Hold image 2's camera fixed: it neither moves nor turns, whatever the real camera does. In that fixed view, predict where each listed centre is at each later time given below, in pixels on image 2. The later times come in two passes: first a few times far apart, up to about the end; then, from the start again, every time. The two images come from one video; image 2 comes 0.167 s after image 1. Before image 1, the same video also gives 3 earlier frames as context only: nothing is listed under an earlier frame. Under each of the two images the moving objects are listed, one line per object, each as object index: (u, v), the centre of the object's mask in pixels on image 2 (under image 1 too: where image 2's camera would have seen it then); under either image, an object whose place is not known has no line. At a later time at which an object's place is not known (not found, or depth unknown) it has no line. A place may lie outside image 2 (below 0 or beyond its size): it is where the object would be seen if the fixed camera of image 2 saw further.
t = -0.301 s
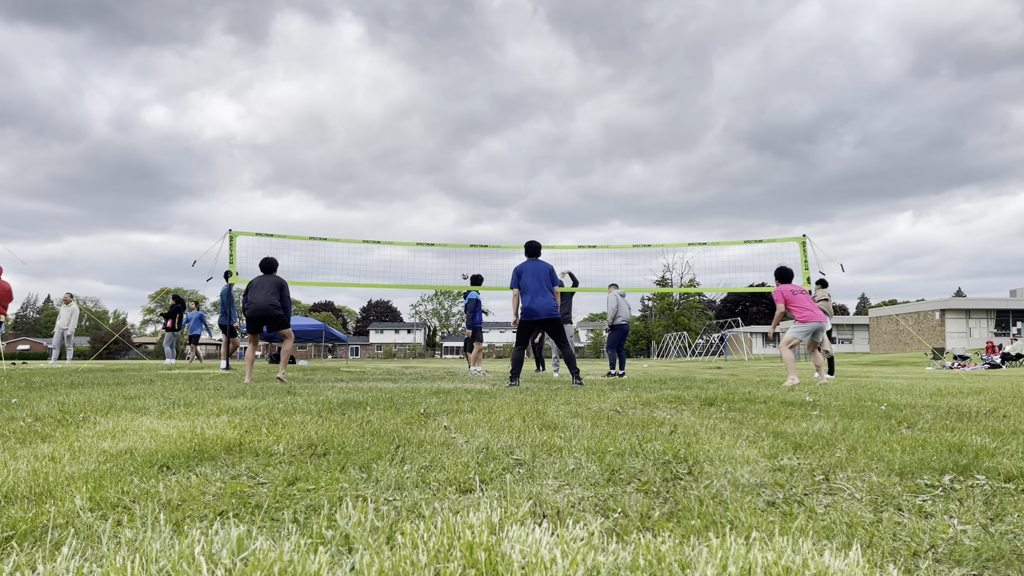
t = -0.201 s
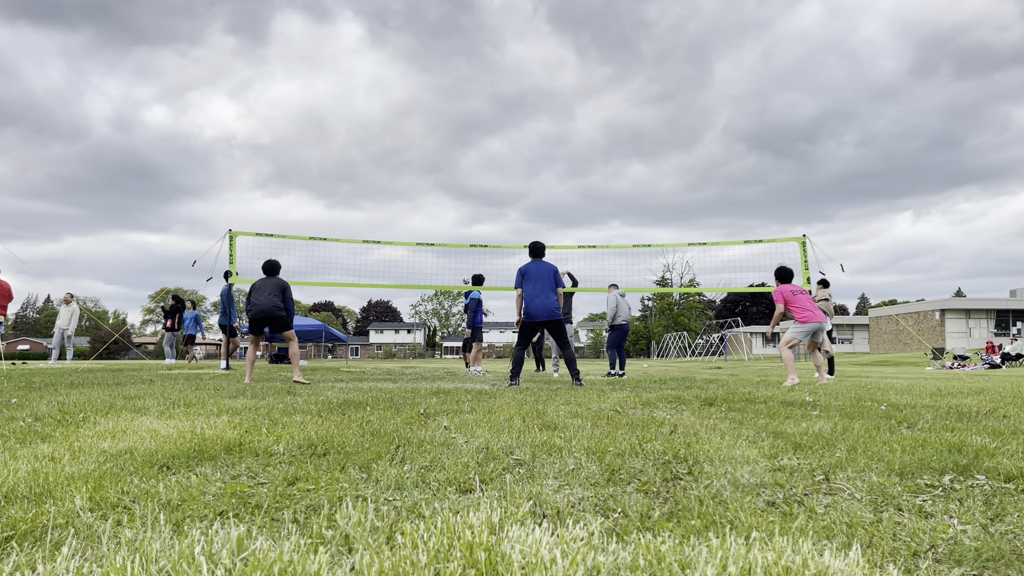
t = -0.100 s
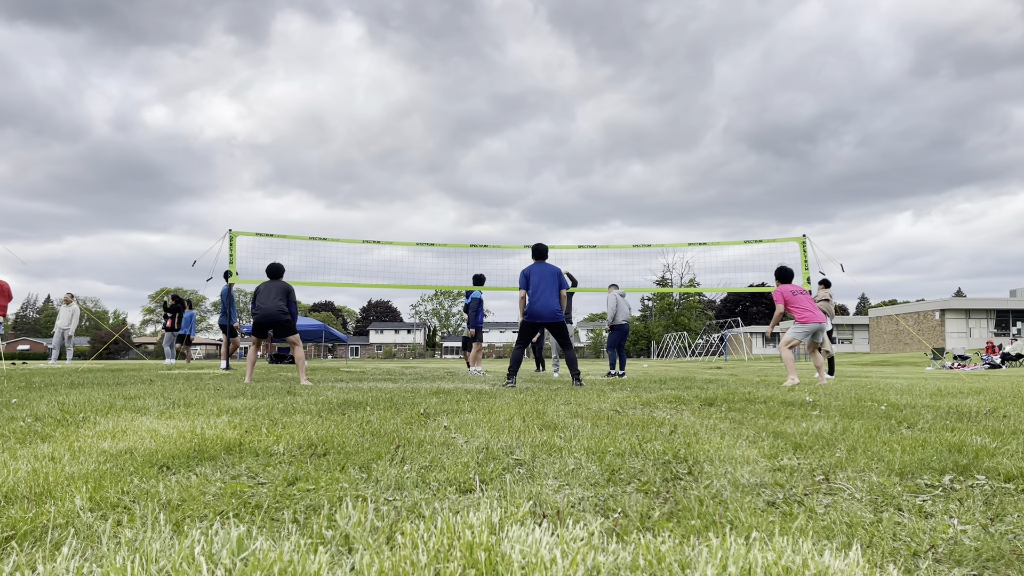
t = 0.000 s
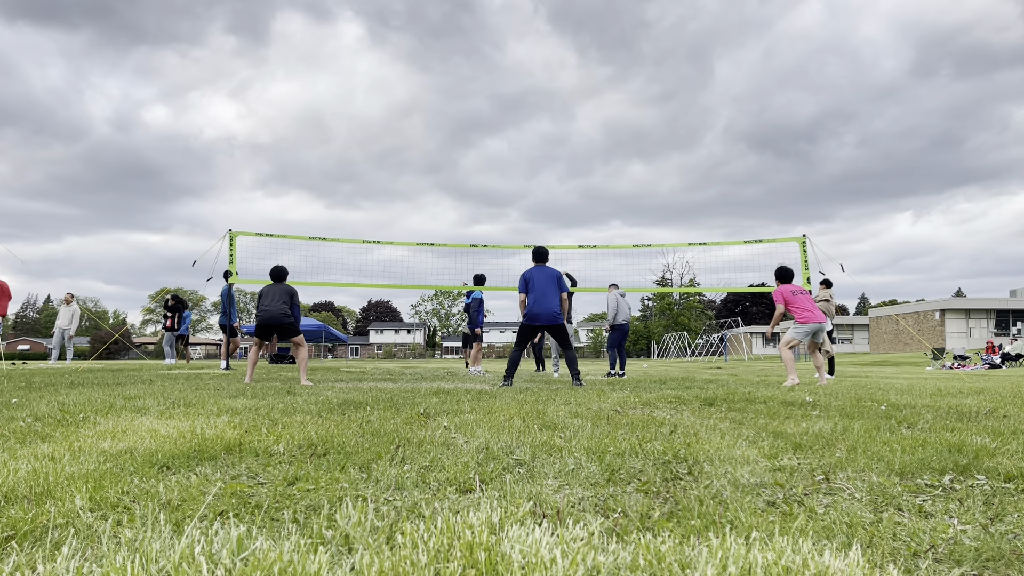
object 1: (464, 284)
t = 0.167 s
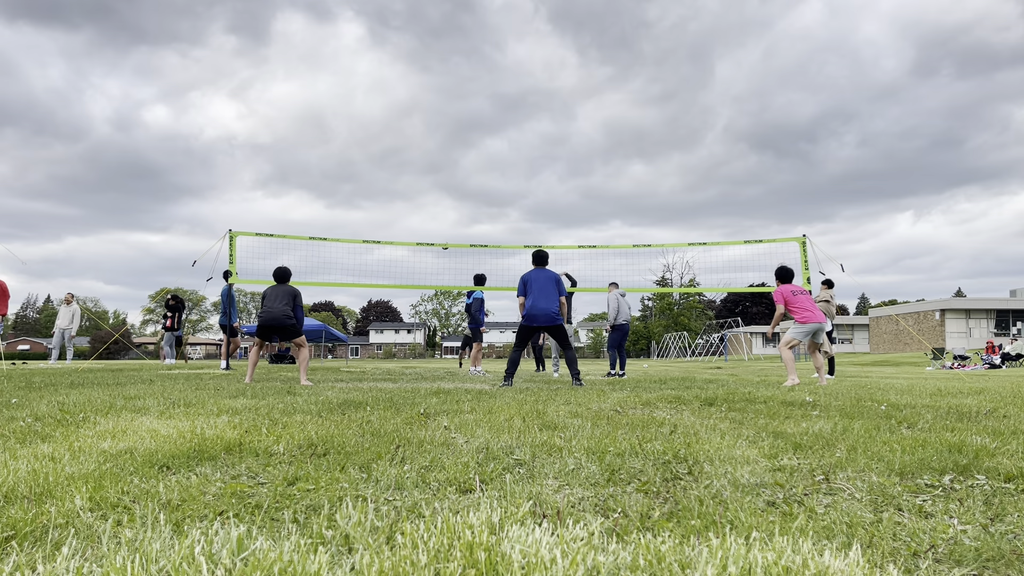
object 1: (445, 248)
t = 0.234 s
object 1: (437, 231)
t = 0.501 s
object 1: (397, 188)
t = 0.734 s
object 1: (351, 172)
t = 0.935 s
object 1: (302, 182)
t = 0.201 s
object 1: (441, 238)
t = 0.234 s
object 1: (437, 231)
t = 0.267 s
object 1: (432, 225)
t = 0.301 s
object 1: (427, 219)
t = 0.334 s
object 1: (423, 213)
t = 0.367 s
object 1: (418, 207)
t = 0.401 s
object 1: (413, 202)
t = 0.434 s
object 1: (408, 197)
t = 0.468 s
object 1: (402, 192)
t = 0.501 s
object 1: (397, 188)
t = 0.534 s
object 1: (391, 184)
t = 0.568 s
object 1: (385, 181)
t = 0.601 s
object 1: (378, 178)
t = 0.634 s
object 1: (372, 176)
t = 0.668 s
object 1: (365, 174)
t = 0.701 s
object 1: (359, 173)
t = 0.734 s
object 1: (351, 172)
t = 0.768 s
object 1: (344, 172)
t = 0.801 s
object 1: (336, 173)
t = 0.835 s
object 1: (328, 174)
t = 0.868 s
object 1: (320, 176)
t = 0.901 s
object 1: (311, 179)
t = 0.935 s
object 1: (302, 182)
